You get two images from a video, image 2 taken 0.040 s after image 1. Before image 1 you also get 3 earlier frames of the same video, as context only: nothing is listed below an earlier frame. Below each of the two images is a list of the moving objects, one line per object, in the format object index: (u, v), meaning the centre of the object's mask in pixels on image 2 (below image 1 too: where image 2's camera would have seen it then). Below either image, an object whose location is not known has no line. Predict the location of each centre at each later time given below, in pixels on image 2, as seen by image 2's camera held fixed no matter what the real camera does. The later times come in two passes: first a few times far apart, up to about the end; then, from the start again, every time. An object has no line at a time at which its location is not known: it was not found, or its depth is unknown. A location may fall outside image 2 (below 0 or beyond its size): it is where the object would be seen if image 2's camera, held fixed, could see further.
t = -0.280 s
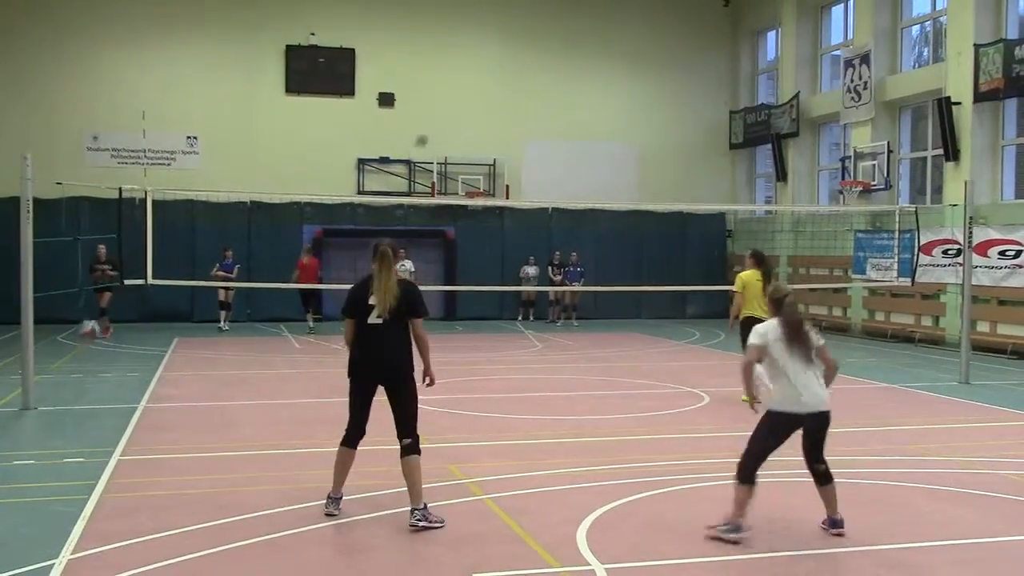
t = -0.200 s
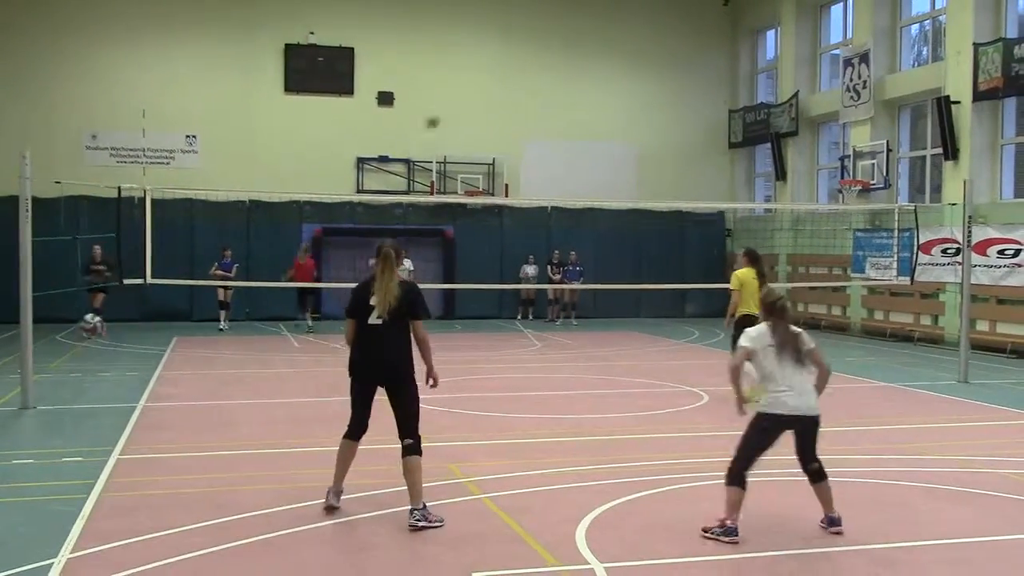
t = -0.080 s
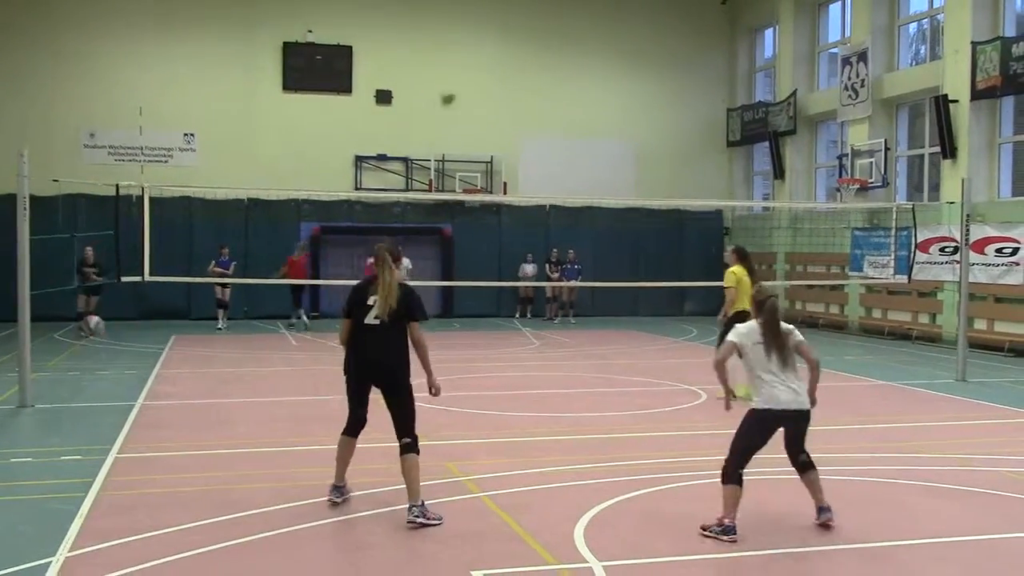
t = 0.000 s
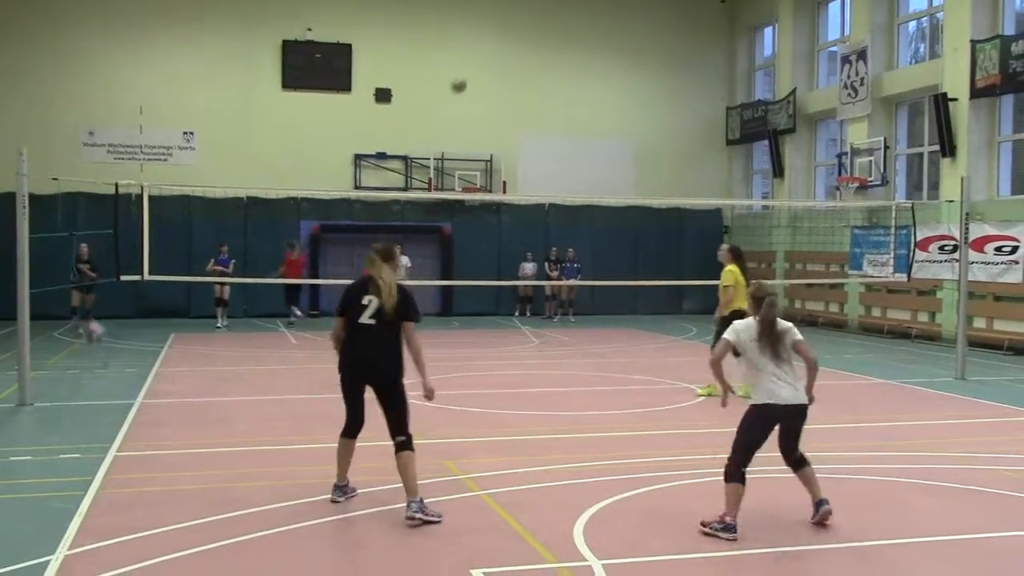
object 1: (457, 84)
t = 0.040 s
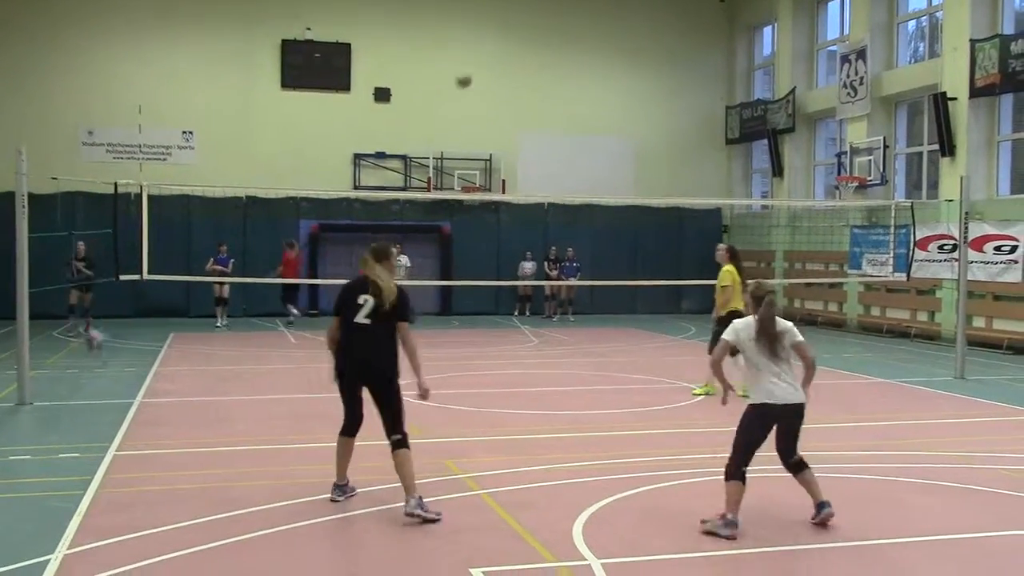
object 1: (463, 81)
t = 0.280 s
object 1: (507, 72)
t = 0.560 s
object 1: (581, 127)
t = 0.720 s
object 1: (639, 212)
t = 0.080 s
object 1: (470, 76)
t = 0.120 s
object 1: (477, 73)
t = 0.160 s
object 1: (484, 72)
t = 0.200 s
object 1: (491, 71)
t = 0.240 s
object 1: (499, 71)
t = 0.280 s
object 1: (507, 72)
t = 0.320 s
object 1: (516, 75)
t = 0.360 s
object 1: (524, 79)
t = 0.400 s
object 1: (535, 83)
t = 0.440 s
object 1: (545, 91)
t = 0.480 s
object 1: (557, 101)
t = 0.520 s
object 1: (568, 113)
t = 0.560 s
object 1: (581, 127)
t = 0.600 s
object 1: (594, 143)
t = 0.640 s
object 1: (608, 164)
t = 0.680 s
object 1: (620, 183)
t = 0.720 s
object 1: (639, 212)
